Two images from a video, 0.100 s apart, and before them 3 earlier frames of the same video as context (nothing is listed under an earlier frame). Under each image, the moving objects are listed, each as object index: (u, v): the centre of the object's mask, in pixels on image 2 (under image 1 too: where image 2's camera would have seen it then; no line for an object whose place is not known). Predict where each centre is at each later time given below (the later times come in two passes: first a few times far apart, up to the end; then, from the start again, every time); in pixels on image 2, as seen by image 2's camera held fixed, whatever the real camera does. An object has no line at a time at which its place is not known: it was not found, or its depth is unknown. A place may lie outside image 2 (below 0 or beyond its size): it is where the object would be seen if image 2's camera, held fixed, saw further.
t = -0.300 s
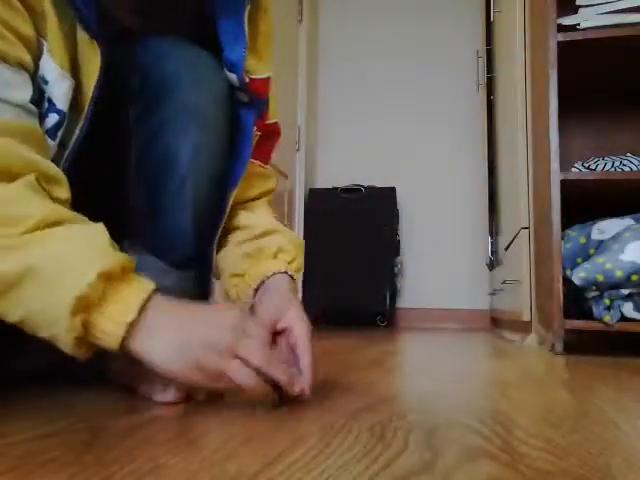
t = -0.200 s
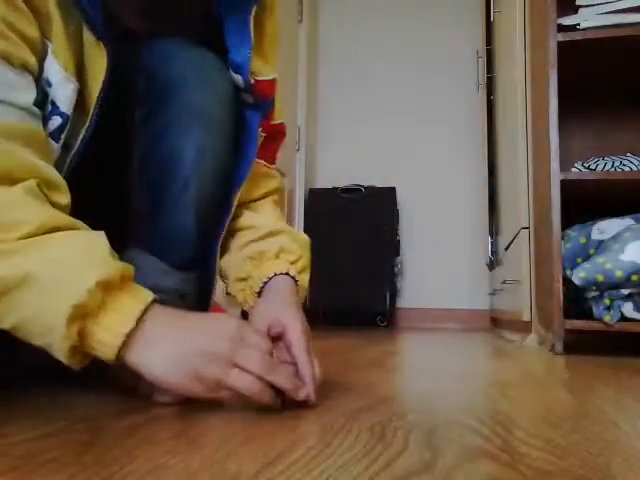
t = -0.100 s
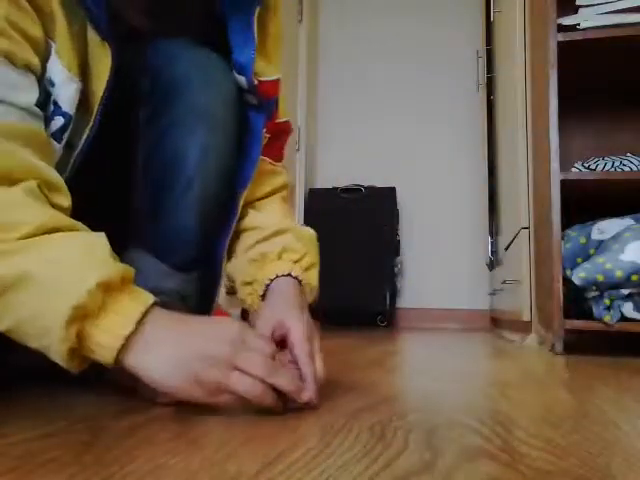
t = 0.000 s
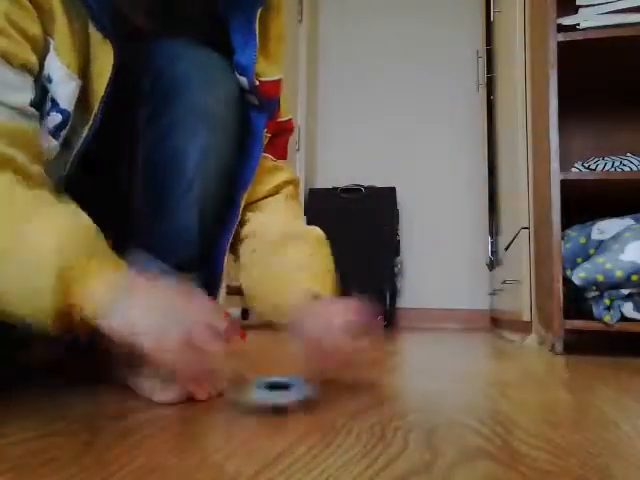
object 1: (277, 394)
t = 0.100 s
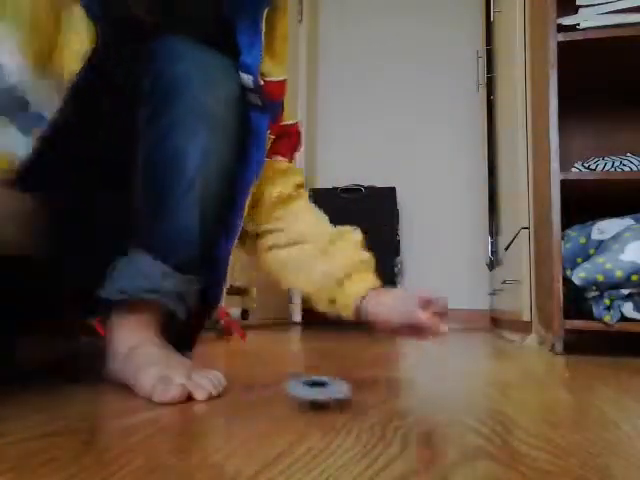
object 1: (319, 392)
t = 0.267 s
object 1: (377, 388)
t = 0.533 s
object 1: (448, 383)
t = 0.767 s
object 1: (477, 377)
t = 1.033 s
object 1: (479, 370)
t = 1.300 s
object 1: (453, 364)
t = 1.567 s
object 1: (409, 362)
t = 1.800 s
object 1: (370, 360)
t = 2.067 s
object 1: (353, 363)
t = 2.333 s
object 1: (350, 364)
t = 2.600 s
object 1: (360, 367)
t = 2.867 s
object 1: (371, 368)
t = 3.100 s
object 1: (382, 370)
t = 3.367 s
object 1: (389, 372)
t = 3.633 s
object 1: (405, 373)
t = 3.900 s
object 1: (422, 375)
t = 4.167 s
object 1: (437, 378)
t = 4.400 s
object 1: (456, 378)
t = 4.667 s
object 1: (471, 379)
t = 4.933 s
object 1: (483, 378)
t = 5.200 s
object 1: (498, 380)
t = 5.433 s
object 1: (501, 379)
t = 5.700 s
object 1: (505, 379)
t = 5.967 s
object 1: (510, 379)
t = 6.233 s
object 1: (506, 379)
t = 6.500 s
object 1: (498, 379)
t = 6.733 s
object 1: (487, 378)
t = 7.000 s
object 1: (473, 379)
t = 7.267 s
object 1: (468, 378)
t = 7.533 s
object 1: (474, 380)
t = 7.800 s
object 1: (467, 377)
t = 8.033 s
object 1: (470, 380)
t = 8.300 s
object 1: (470, 380)
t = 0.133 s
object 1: (329, 390)
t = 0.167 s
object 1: (343, 390)
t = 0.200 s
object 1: (356, 390)
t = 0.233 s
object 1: (365, 389)
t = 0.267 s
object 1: (377, 388)
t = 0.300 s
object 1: (386, 387)
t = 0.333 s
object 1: (397, 386)
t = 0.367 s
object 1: (405, 386)
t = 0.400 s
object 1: (417, 386)
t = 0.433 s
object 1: (425, 385)
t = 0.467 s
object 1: (432, 384)
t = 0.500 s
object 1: (438, 383)
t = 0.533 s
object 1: (448, 383)
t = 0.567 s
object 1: (452, 382)
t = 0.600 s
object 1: (457, 381)
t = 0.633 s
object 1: (461, 380)
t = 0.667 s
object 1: (467, 380)
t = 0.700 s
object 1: (471, 379)
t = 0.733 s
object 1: (477, 378)
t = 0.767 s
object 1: (477, 377)
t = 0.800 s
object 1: (480, 375)
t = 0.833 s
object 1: (480, 374)
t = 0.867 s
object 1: (481, 373)
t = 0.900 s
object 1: (482, 373)
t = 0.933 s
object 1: (482, 372)
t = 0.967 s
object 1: (481, 371)
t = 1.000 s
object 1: (481, 370)
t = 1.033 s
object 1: (479, 370)
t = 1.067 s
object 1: (477, 369)
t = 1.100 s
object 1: (474, 368)
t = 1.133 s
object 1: (471, 367)
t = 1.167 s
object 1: (470, 367)
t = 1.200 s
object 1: (465, 367)
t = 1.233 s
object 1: (463, 366)
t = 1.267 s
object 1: (455, 364)
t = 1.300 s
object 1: (453, 364)
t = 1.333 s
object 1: (446, 363)
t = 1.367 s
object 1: (441, 364)
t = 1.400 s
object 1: (436, 364)
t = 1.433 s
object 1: (432, 363)
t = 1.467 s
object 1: (427, 362)
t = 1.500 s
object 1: (421, 362)
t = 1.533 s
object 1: (418, 362)
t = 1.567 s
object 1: (409, 362)
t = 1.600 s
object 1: (402, 361)
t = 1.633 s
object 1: (397, 361)
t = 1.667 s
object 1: (389, 361)
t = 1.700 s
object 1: (383, 362)
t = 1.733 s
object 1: (380, 362)
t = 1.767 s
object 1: (376, 360)
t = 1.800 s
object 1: (370, 360)
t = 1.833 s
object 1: (367, 360)
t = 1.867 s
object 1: (365, 361)
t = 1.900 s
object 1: (363, 361)
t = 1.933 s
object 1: (359, 361)
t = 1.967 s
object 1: (357, 361)
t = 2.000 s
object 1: (354, 362)
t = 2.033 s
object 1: (354, 362)
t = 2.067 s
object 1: (353, 363)
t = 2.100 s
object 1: (350, 362)
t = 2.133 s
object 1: (349, 363)
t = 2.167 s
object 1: (349, 363)
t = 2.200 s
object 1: (349, 363)
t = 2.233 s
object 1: (349, 363)
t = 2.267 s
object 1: (349, 364)
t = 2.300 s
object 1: (349, 364)
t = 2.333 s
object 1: (350, 364)
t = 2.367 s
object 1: (350, 364)
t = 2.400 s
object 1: (352, 364)
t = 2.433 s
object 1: (353, 365)
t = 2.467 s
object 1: (354, 365)
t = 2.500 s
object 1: (356, 365)
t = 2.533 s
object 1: (357, 365)
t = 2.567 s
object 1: (358, 366)
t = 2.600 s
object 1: (360, 367)
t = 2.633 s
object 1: (362, 366)
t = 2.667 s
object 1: (363, 367)
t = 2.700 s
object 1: (363, 367)
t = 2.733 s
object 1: (366, 367)
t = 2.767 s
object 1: (366, 368)
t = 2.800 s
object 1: (367, 368)
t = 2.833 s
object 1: (372, 368)
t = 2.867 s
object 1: (371, 368)
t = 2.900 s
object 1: (373, 369)
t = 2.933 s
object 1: (375, 368)
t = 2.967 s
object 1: (372, 369)
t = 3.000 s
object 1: (377, 368)
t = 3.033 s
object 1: (375, 369)
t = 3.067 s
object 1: (379, 369)
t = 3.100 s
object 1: (382, 370)
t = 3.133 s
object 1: (382, 370)
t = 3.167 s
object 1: (385, 369)
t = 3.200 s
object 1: (384, 371)
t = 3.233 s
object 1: (388, 370)
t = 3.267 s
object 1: (388, 371)
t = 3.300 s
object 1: (388, 372)
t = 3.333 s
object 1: (392, 371)
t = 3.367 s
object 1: (389, 372)
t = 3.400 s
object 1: (395, 371)
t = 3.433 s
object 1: (391, 372)
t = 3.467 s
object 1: (400, 373)
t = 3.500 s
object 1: (395, 373)
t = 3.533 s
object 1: (401, 373)
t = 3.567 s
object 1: (398, 373)
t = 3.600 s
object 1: (405, 374)
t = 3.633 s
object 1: (405, 373)
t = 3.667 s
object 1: (407, 374)
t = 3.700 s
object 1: (411, 375)
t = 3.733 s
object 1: (411, 375)
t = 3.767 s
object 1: (416, 375)
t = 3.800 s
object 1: (416, 375)
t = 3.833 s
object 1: (419, 375)
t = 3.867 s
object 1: (421, 375)
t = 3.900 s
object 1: (422, 375)
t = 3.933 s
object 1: (424, 376)
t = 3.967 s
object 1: (428, 375)
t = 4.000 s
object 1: (428, 377)
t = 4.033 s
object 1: (435, 376)
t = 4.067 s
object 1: (432, 377)
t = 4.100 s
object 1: (437, 377)
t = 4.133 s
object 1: (436, 377)
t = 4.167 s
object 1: (437, 378)
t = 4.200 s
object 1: (441, 377)
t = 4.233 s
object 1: (445, 378)
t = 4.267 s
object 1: (445, 378)
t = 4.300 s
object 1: (447, 378)
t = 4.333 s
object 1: (456, 380)
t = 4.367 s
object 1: (455, 378)
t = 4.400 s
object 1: (456, 378)
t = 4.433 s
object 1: (455, 380)
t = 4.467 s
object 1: (460, 378)
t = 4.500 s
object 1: (460, 380)
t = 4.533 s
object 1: (464, 378)
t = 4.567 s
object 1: (469, 379)
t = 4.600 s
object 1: (468, 378)
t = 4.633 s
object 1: (468, 378)
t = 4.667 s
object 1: (471, 379)
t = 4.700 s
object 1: (472, 378)
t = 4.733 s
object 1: (474, 379)
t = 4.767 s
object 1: (476, 378)
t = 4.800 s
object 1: (479, 378)
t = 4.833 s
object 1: (482, 378)
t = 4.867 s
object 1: (479, 379)
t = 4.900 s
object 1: (482, 379)
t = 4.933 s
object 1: (483, 378)
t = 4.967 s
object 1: (486, 379)
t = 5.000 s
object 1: (486, 378)
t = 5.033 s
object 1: (487, 380)
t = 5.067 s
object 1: (490, 379)
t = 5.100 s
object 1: (489, 379)
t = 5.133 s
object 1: (491, 379)
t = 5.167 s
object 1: (493, 379)
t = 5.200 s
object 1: (498, 380)
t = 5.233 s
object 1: (495, 379)
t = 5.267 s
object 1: (497, 379)
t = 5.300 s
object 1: (497, 380)
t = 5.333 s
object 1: (498, 379)
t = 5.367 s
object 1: (501, 381)
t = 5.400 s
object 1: (501, 379)
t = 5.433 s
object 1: (501, 379)
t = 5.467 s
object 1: (499, 379)
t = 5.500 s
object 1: (502, 379)
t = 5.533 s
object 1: (502, 379)
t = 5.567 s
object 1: (503, 380)
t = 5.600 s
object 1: (504, 379)
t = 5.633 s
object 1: (504, 380)
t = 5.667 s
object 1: (505, 380)
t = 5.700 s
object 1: (505, 379)
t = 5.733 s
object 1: (504, 378)
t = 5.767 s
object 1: (502, 380)
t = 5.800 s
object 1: (506, 379)
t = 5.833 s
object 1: (506, 380)
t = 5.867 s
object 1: (506, 380)
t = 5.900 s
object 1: (505, 379)
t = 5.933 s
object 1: (506, 380)
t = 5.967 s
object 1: (510, 379)
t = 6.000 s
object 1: (506, 379)
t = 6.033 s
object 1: (506, 381)
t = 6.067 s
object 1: (507, 379)
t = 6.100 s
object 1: (507, 379)
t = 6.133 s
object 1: (506, 380)
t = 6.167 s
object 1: (506, 379)
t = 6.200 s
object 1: (508, 380)
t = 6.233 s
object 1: (506, 379)
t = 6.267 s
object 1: (505, 378)
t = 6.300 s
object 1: (505, 379)
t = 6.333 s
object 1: (502, 380)
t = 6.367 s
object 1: (502, 378)
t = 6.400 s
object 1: (502, 380)
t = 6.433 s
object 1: (497, 379)
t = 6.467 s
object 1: (499, 378)
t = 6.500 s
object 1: (498, 379)
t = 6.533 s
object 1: (495, 379)
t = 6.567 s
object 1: (495, 378)
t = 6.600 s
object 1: (494, 379)
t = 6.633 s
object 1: (491, 378)
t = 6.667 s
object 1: (491, 378)
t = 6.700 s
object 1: (490, 379)
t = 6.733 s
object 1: (487, 378)
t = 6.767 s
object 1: (486, 379)
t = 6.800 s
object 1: (485, 379)
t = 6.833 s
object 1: (485, 379)
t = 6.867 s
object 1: (482, 379)
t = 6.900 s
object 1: (481, 379)
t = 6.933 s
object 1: (478, 378)
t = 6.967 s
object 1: (476, 379)
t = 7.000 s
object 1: (473, 379)
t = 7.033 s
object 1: (473, 379)
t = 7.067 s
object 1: (472, 378)
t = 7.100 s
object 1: (468, 379)
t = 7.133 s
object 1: (467, 378)
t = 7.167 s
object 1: (471, 377)
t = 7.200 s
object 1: (467, 378)
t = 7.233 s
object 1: (470, 380)
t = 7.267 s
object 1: (468, 378)
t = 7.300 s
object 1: (469, 378)
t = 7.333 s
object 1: (468, 377)
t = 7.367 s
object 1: (470, 378)
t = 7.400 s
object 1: (467, 377)
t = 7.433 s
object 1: (470, 379)
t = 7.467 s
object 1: (472, 379)
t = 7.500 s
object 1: (477, 380)
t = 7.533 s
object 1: (474, 380)
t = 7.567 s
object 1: (471, 380)
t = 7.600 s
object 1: (470, 378)
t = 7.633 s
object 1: (469, 379)
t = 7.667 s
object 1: (464, 383)
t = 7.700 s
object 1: (466, 379)
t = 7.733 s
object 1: (468, 377)
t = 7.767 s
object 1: (467, 377)
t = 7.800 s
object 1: (467, 377)
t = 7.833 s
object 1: (468, 377)
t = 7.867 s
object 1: (470, 379)
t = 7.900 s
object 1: (469, 378)
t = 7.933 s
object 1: (469, 378)
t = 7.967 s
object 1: (469, 380)
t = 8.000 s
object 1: (470, 380)
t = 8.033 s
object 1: (470, 380)
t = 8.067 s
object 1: (470, 379)
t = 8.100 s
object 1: (470, 380)
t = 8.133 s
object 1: (470, 380)
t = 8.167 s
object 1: (470, 380)
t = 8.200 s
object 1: (470, 380)
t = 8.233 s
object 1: (470, 380)
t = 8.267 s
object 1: (470, 380)
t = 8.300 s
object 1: (470, 380)
